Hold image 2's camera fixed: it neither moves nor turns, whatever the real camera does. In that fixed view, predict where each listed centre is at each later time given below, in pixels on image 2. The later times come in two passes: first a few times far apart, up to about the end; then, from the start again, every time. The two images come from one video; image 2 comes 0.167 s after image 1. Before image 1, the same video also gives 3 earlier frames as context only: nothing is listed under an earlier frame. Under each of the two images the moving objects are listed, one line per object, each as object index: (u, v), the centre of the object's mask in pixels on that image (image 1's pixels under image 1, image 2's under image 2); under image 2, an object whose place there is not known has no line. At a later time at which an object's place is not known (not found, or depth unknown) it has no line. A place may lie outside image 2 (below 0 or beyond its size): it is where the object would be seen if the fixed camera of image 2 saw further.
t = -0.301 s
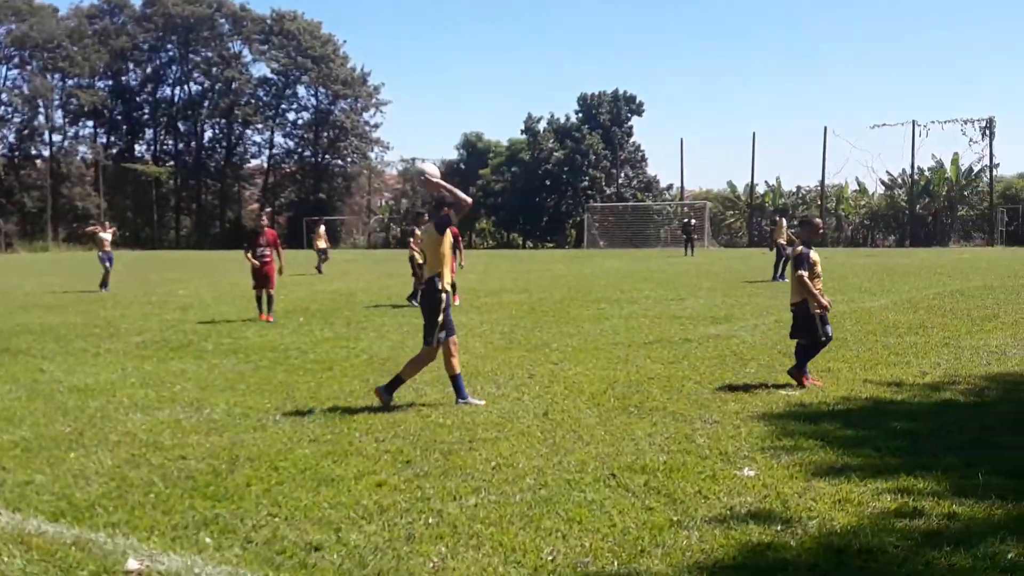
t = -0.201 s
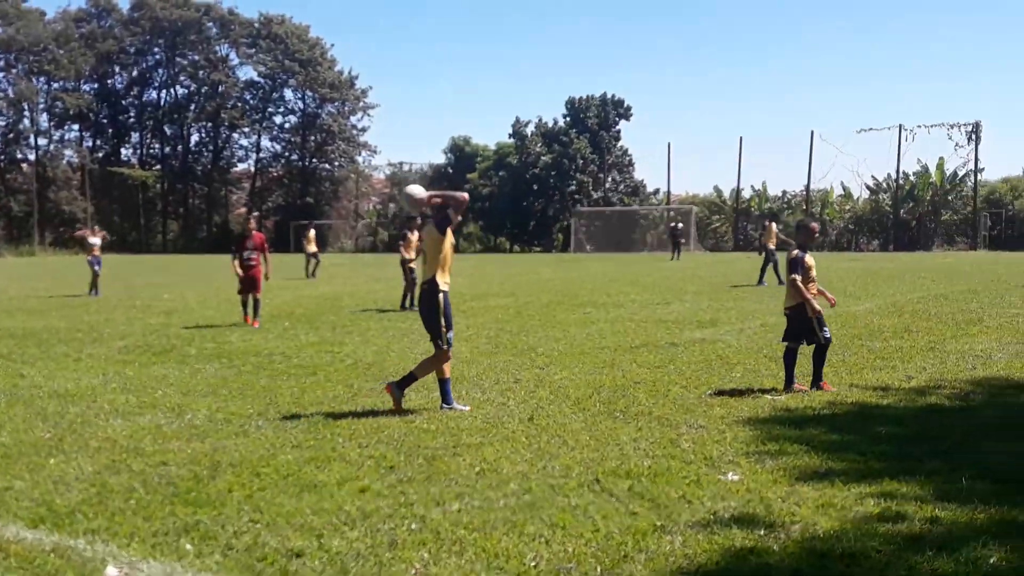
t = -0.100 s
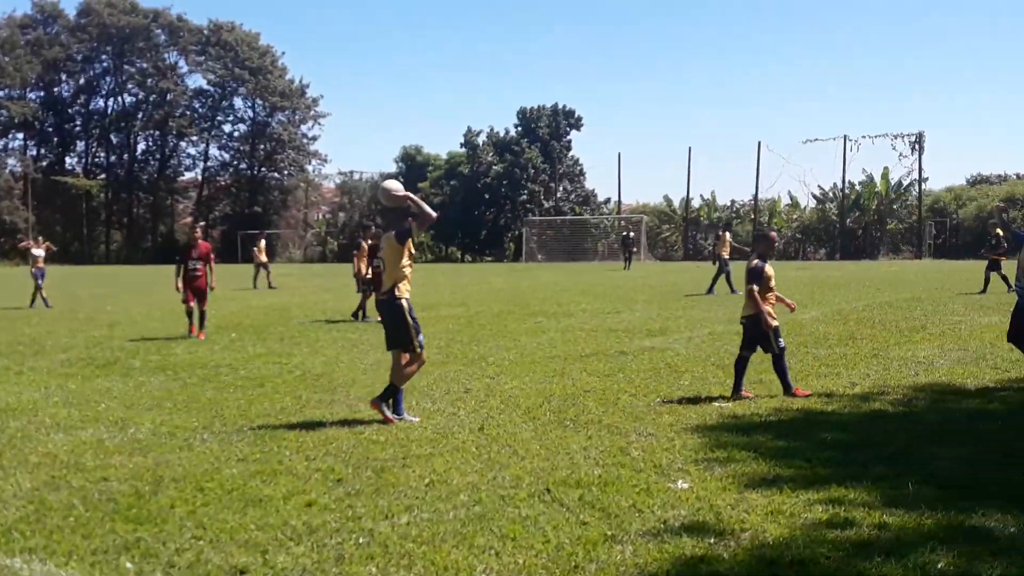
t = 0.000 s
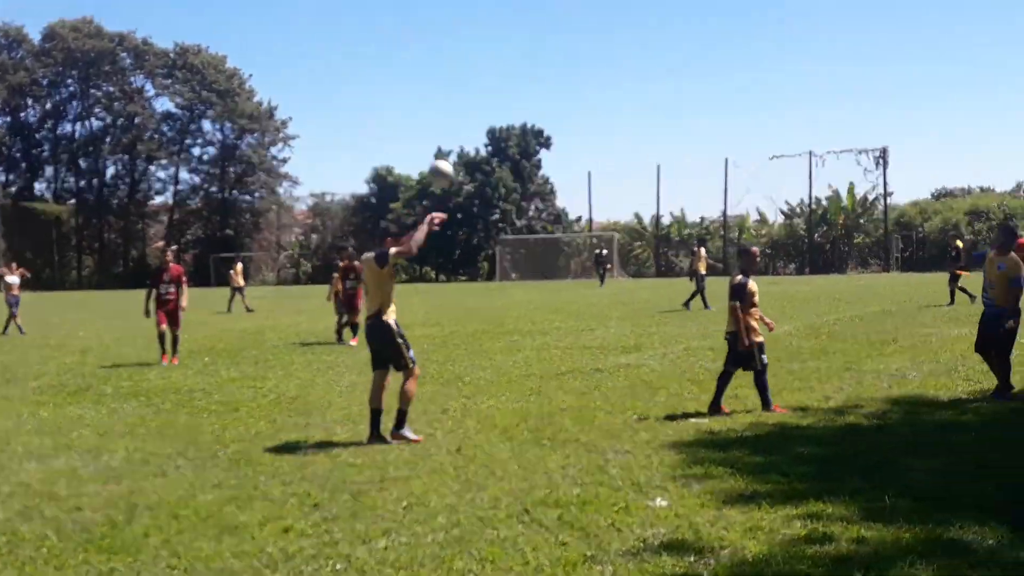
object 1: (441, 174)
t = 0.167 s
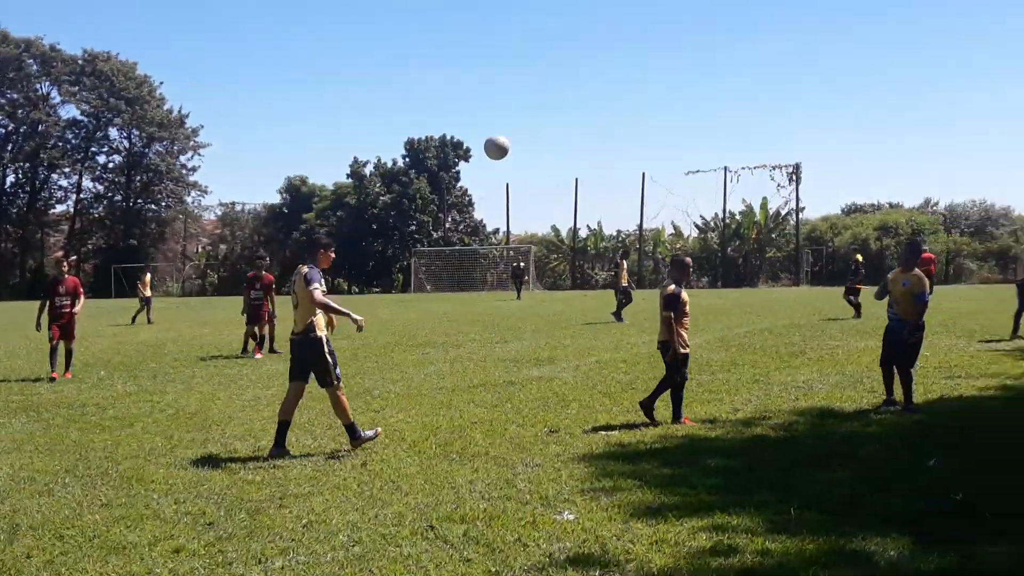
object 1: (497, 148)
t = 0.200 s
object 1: (522, 144)
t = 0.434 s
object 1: (689, 153)
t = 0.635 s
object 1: (808, 208)
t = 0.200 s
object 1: (522, 144)
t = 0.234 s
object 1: (547, 142)
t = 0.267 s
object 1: (572, 141)
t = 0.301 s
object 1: (596, 142)
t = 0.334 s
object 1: (621, 143)
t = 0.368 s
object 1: (644, 145)
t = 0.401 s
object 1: (667, 149)
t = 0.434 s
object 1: (689, 153)
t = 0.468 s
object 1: (710, 160)
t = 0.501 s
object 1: (730, 168)
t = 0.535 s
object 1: (750, 176)
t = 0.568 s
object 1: (770, 187)
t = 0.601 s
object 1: (790, 197)
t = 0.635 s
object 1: (808, 208)
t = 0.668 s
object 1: (827, 222)
